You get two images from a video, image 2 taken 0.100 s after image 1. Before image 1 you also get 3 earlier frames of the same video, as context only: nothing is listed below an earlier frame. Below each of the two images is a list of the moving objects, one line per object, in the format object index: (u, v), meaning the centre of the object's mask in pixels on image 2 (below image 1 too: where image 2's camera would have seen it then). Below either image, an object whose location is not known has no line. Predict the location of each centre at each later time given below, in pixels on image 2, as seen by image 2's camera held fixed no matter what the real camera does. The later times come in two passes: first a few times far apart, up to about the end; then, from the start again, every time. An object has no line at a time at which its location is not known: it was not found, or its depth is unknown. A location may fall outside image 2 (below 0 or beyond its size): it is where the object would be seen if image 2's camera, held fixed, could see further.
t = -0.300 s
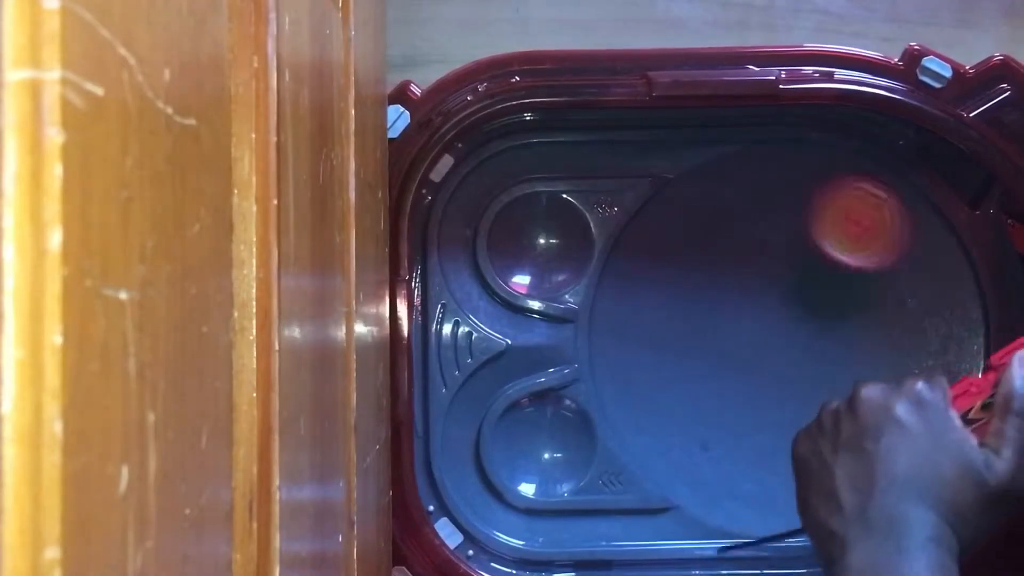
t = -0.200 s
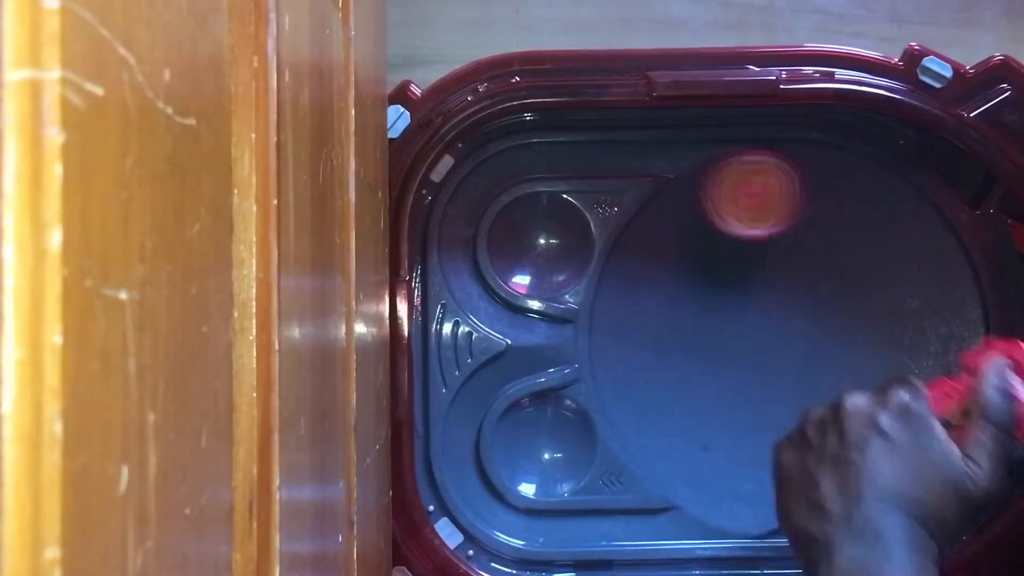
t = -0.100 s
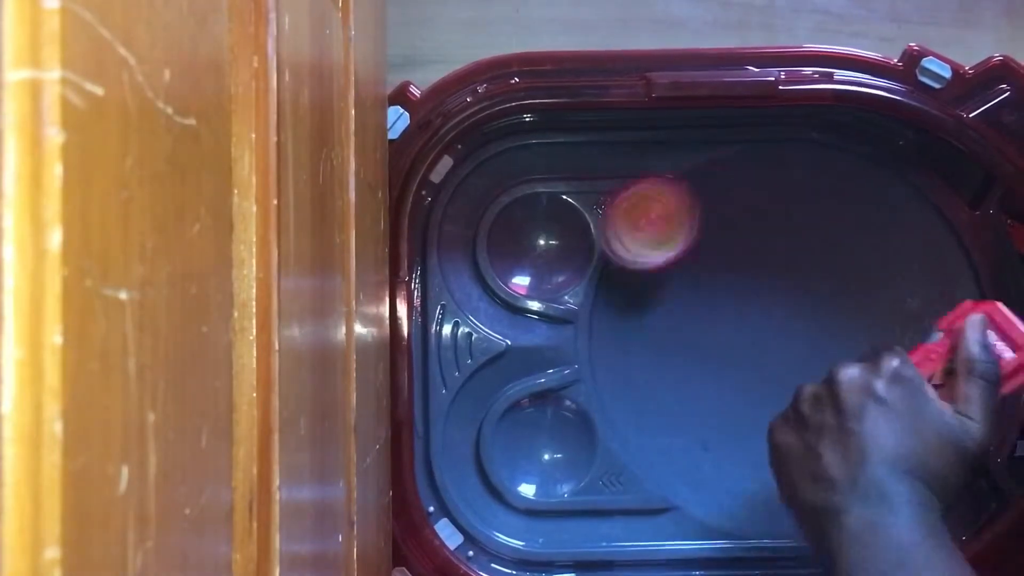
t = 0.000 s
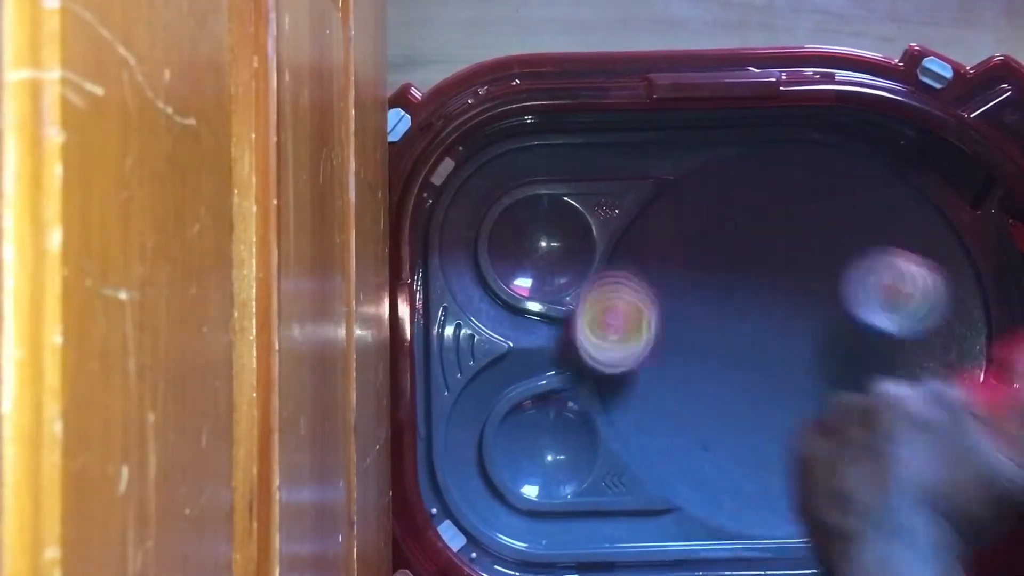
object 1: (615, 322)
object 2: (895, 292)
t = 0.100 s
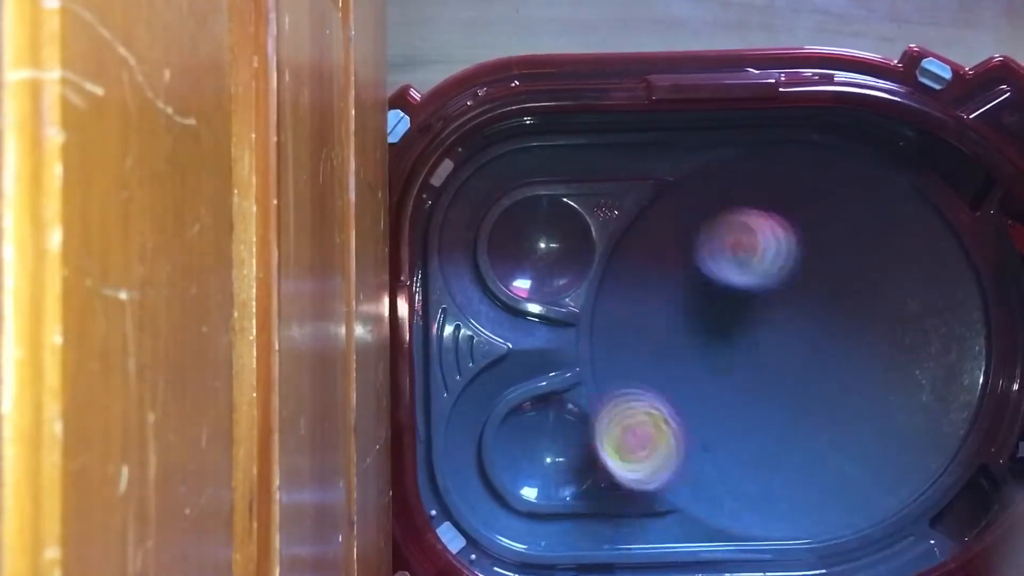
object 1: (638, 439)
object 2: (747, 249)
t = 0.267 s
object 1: (800, 533)
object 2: (583, 282)
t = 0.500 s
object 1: (956, 345)
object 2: (677, 418)
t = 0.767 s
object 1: (755, 159)
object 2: (898, 485)
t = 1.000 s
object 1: (614, 392)
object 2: (792, 368)
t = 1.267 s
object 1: (878, 514)
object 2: (598, 349)
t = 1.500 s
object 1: (955, 254)
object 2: (718, 407)
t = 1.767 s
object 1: (641, 241)
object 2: (817, 431)
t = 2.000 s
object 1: (705, 511)
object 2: (715, 356)
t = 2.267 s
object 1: (978, 408)
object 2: (613, 389)
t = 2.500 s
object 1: (862, 175)
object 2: (737, 481)
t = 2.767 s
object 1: (624, 325)
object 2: (917, 317)
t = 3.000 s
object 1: (734, 517)
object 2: (791, 156)
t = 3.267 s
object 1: (973, 374)
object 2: (630, 434)
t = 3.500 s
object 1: (851, 167)
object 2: (969, 426)
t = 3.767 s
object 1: (624, 309)
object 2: (676, 201)
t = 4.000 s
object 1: (699, 508)
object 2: (510, 237)
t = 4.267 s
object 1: (944, 448)
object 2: (629, 217)
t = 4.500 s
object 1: (896, 221)
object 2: (696, 343)
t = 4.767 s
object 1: (642, 247)
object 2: (927, 487)
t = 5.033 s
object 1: (651, 466)
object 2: (943, 253)
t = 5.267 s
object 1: (830, 504)
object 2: (701, 210)
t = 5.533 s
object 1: (901, 318)
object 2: (692, 509)
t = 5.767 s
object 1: (769, 251)
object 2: (955, 426)
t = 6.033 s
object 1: (685, 347)
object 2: (840, 229)
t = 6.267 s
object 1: (735, 435)
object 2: (602, 349)
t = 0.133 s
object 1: (663, 472)
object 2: (699, 243)
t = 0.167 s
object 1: (694, 496)
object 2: (654, 241)
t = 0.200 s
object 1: (726, 518)
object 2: (614, 245)
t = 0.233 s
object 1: (762, 532)
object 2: (596, 262)
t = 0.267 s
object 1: (800, 533)
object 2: (583, 282)
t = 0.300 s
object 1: (834, 526)
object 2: (573, 301)
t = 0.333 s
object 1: (867, 510)
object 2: (579, 323)
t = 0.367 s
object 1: (897, 486)
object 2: (586, 343)
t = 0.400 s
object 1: (922, 459)
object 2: (594, 363)
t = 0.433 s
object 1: (939, 424)
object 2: (616, 381)
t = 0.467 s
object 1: (952, 384)
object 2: (644, 400)
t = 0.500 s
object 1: (956, 345)
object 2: (677, 418)
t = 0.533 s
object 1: (953, 305)
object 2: (711, 435)
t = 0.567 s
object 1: (942, 264)
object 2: (748, 451)
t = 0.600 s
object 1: (923, 229)
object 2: (784, 467)
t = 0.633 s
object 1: (897, 198)
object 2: (818, 482)
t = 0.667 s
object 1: (867, 171)
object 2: (850, 496)
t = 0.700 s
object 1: (833, 154)
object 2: (877, 506)
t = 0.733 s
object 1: (796, 149)
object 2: (891, 499)
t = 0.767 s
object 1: (755, 159)
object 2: (898, 485)
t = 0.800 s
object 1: (713, 177)
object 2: (898, 468)
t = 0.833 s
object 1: (675, 199)
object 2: (893, 451)
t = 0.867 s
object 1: (649, 231)
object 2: (881, 432)
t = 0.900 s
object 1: (626, 270)
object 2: (864, 414)
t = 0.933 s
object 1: (615, 308)
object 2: (843, 397)
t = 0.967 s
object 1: (609, 352)
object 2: (819, 381)
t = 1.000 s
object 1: (614, 392)
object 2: (792, 368)
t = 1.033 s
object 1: (631, 433)
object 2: (765, 357)
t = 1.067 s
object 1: (656, 467)
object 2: (735, 347)
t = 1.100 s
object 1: (688, 496)
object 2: (706, 342)
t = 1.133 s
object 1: (723, 519)
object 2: (678, 339)
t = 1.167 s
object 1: (761, 532)
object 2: (652, 337)
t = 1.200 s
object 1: (802, 534)
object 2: (629, 339)
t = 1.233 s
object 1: (840, 529)
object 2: (610, 344)
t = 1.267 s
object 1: (878, 514)
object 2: (598, 349)
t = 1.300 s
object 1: (913, 490)
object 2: (602, 355)
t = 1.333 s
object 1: (945, 461)
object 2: (615, 361)
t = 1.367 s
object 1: (969, 425)
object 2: (632, 369)
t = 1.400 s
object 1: (984, 382)
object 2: (651, 377)
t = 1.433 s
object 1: (986, 337)
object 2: (673, 386)
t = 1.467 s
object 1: (976, 292)
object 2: (695, 396)
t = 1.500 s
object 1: (955, 254)
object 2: (718, 407)
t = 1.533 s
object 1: (928, 220)
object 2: (741, 417)
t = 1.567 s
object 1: (894, 187)
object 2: (761, 426)
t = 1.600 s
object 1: (854, 163)
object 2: (780, 434)
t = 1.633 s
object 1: (809, 155)
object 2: (795, 439)
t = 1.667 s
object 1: (765, 163)
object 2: (807, 443)
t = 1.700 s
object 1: (718, 187)
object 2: (814, 443)
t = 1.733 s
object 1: (676, 213)
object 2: (818, 439)
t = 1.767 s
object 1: (641, 241)
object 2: (817, 431)
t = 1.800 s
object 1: (621, 286)
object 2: (812, 421)
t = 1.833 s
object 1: (612, 330)
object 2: (804, 409)
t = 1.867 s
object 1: (609, 375)
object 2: (791, 397)
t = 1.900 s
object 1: (619, 414)
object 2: (775, 385)
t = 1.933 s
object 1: (642, 453)
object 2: (757, 373)
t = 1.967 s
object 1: (670, 486)
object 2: (737, 363)
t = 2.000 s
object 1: (705, 511)
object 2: (715, 356)
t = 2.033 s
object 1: (743, 528)
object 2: (694, 351)
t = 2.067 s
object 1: (788, 535)
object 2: (672, 348)
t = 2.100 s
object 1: (828, 531)
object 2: (653, 349)
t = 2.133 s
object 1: (869, 523)
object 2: (637, 352)
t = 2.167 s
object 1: (905, 505)
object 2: (624, 358)
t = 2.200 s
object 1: (936, 481)
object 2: (614, 366)
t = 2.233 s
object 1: (959, 448)
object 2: (609, 377)
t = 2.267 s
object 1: (978, 408)
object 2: (613, 389)
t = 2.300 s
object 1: (985, 367)
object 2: (622, 402)
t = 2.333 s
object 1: (984, 320)
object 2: (635, 416)
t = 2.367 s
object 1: (977, 280)
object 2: (651, 432)
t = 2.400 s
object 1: (955, 242)
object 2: (668, 447)
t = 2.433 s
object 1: (928, 212)
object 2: (689, 462)
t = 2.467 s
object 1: (898, 190)
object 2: (712, 473)
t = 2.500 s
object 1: (862, 175)
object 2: (737, 481)
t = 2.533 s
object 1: (821, 164)
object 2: (766, 481)
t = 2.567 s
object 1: (781, 163)
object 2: (796, 476)
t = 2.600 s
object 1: (741, 170)
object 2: (826, 462)
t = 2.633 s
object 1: (702, 182)
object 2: (853, 442)
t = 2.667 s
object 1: (670, 207)
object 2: (877, 416)
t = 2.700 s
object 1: (650, 243)
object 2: (896, 387)
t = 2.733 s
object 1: (634, 287)
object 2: (910, 352)
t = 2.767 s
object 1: (624, 325)
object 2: (917, 317)
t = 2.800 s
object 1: (619, 365)
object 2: (918, 282)
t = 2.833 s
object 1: (621, 401)
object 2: (912, 247)
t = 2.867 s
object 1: (630, 434)
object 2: (900, 214)
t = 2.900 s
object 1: (645, 463)
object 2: (881, 186)
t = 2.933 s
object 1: (669, 485)
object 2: (858, 163)
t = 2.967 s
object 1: (700, 503)
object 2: (827, 150)
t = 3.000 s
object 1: (734, 517)
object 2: (791, 156)
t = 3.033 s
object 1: (772, 527)
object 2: (753, 169)
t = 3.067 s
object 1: (813, 530)
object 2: (712, 186)
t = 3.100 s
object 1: (854, 528)
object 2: (672, 205)
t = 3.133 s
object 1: (890, 512)
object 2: (643, 238)
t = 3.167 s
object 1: (919, 484)
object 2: (622, 282)
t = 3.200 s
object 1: (943, 452)
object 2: (611, 331)
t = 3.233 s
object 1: (960, 414)
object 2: (612, 383)
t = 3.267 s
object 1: (973, 374)
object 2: (630, 434)
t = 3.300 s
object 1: (977, 336)
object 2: (665, 479)
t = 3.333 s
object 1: (972, 297)
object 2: (712, 517)
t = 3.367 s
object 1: (960, 261)
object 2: (765, 536)
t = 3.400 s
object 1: (939, 228)
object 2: (822, 526)
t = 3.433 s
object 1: (914, 200)
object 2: (874, 501)
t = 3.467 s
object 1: (884, 179)
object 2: (927, 466)
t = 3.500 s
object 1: (851, 167)
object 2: (969, 426)
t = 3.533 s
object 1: (815, 160)
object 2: (989, 370)
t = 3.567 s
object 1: (777, 161)
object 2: (986, 311)
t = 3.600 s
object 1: (740, 167)
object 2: (957, 255)
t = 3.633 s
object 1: (703, 181)
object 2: (920, 204)
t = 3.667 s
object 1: (674, 202)
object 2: (866, 170)
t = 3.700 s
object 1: (653, 237)
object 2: (805, 159)
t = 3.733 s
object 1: (636, 271)
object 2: (735, 177)
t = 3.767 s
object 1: (624, 309)
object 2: (676, 201)
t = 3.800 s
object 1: (617, 346)
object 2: (639, 235)
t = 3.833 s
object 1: (617, 381)
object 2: (600, 270)
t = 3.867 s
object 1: (623, 413)
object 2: (561, 305)
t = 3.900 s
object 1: (636, 442)
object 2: (530, 300)
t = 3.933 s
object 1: (652, 470)
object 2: (504, 286)
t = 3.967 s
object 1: (674, 492)
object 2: (495, 265)
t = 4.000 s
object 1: (699, 508)
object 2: (510, 237)
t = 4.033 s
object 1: (727, 521)
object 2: (531, 215)
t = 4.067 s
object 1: (761, 526)
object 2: (551, 205)
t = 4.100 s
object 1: (795, 528)
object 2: (570, 202)
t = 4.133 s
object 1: (830, 525)
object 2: (585, 206)
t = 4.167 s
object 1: (865, 517)
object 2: (598, 210)
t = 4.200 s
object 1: (897, 499)
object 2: (609, 213)
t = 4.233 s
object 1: (924, 476)
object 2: (619, 215)
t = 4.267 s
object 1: (944, 448)
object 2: (629, 217)
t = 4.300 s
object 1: (957, 418)
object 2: (638, 222)
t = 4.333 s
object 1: (965, 384)
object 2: (646, 231)
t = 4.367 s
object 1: (965, 348)
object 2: (654, 243)
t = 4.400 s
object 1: (957, 311)
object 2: (663, 261)
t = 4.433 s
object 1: (943, 277)
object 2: (673, 285)
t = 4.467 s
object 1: (923, 247)
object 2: (683, 313)
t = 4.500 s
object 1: (896, 221)
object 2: (696, 343)
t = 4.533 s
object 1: (864, 202)
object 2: (715, 374)
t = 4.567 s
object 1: (829, 189)
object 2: (738, 404)
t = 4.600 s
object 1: (794, 184)
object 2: (764, 431)
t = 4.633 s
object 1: (758, 184)
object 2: (795, 452)
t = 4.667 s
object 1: (724, 191)
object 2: (827, 469)
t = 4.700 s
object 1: (694, 203)
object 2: (861, 481)
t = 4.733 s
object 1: (665, 224)
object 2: (895, 487)
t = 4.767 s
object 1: (642, 247)
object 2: (927, 487)
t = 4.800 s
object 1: (626, 274)
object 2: (951, 475)
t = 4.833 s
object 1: (614, 302)
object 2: (954, 448)
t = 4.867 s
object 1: (608, 330)
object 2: (956, 417)
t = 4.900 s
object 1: (606, 361)
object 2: (959, 386)
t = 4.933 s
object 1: (612, 389)
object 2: (961, 353)
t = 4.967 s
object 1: (621, 417)
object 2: (961, 319)
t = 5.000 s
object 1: (634, 442)
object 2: (956, 285)
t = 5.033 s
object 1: (651, 466)
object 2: (943, 253)
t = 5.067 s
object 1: (672, 486)
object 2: (922, 224)
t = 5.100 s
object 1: (697, 502)
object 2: (893, 201)
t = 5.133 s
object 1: (721, 512)
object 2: (859, 185)
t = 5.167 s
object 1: (748, 517)
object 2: (821, 178)
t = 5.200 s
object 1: (778, 518)
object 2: (780, 181)
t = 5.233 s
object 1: (805, 513)
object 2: (740, 192)
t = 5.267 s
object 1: (830, 504)
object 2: (701, 210)
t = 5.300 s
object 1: (855, 488)
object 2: (665, 236)
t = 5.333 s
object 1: (875, 469)
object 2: (636, 267)
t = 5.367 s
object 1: (891, 447)
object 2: (609, 305)
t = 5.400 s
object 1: (902, 422)
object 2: (596, 348)
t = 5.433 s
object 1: (909, 395)
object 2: (608, 391)
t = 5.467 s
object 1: (912, 368)
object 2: (627, 437)
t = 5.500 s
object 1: (909, 340)
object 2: (652, 479)
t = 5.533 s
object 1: (901, 318)
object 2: (692, 509)
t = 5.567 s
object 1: (888, 296)
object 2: (735, 531)
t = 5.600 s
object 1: (872, 276)
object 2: (781, 530)
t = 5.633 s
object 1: (853, 263)
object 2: (821, 516)
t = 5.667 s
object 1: (833, 254)
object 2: (861, 496)
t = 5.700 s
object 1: (811, 250)
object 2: (900, 474)
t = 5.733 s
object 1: (789, 248)
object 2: (931, 452)
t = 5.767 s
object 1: (769, 251)
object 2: (955, 426)
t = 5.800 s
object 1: (751, 256)
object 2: (973, 399)
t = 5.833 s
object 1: (736, 264)
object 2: (981, 368)
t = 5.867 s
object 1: (722, 277)
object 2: (980, 336)
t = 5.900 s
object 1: (711, 288)
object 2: (966, 305)
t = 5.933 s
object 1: (702, 301)
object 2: (944, 279)
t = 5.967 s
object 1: (694, 316)
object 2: (914, 256)
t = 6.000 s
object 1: (689, 331)
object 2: (879, 239)
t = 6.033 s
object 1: (685, 347)
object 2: (840, 229)
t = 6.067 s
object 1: (685, 362)
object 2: (796, 226)
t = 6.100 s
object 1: (688, 378)
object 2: (754, 231)
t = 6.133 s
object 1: (692, 392)
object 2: (712, 244)
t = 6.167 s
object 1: (699, 405)
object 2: (672, 262)
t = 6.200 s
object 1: (709, 417)
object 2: (637, 287)
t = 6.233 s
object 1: (721, 427)
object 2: (606, 319)
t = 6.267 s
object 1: (735, 435)
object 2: (602, 349)
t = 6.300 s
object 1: (750, 441)
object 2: (619, 385)
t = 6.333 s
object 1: (765, 445)
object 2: (638, 421)
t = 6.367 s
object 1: (778, 445)
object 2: (657, 455)
